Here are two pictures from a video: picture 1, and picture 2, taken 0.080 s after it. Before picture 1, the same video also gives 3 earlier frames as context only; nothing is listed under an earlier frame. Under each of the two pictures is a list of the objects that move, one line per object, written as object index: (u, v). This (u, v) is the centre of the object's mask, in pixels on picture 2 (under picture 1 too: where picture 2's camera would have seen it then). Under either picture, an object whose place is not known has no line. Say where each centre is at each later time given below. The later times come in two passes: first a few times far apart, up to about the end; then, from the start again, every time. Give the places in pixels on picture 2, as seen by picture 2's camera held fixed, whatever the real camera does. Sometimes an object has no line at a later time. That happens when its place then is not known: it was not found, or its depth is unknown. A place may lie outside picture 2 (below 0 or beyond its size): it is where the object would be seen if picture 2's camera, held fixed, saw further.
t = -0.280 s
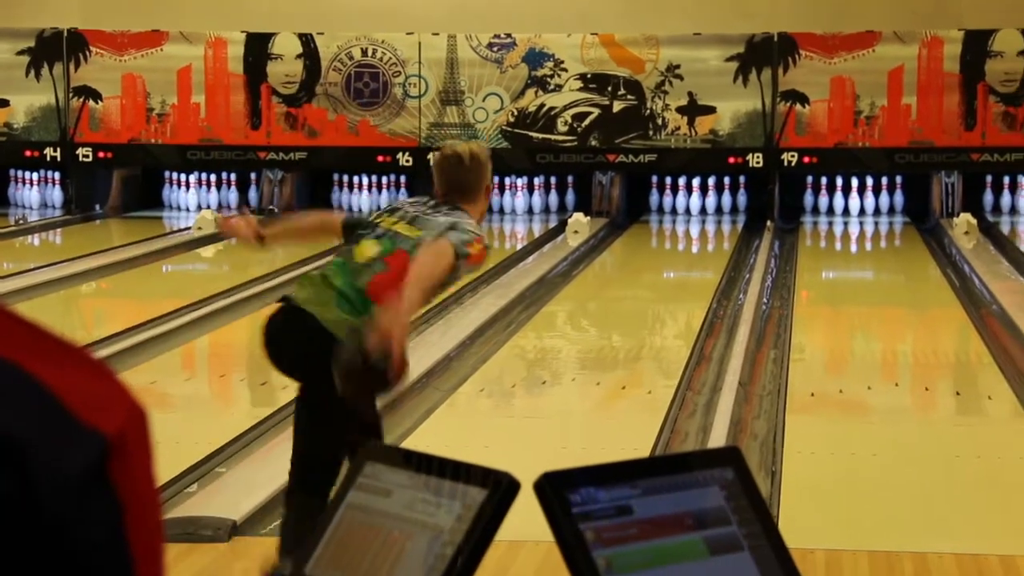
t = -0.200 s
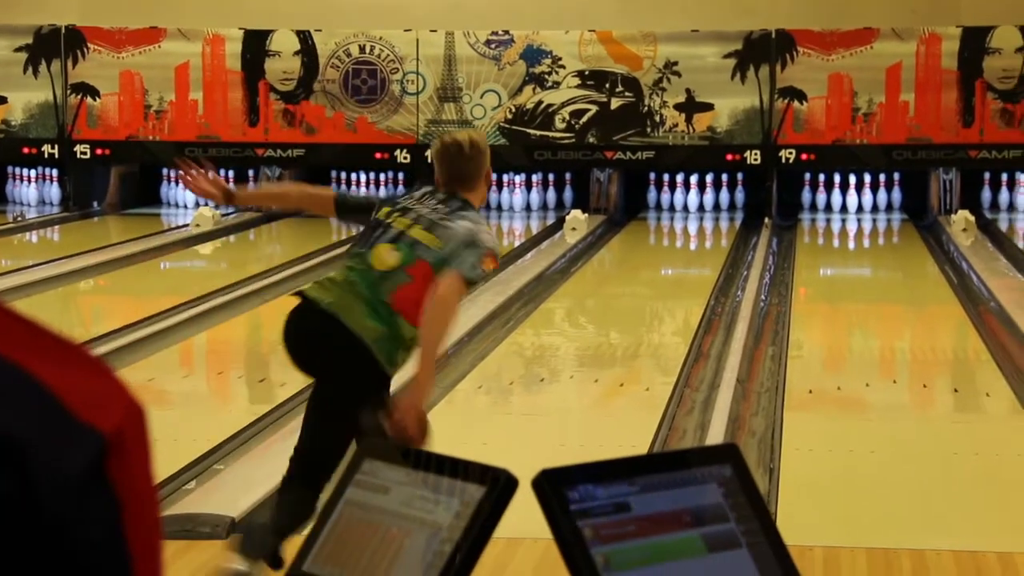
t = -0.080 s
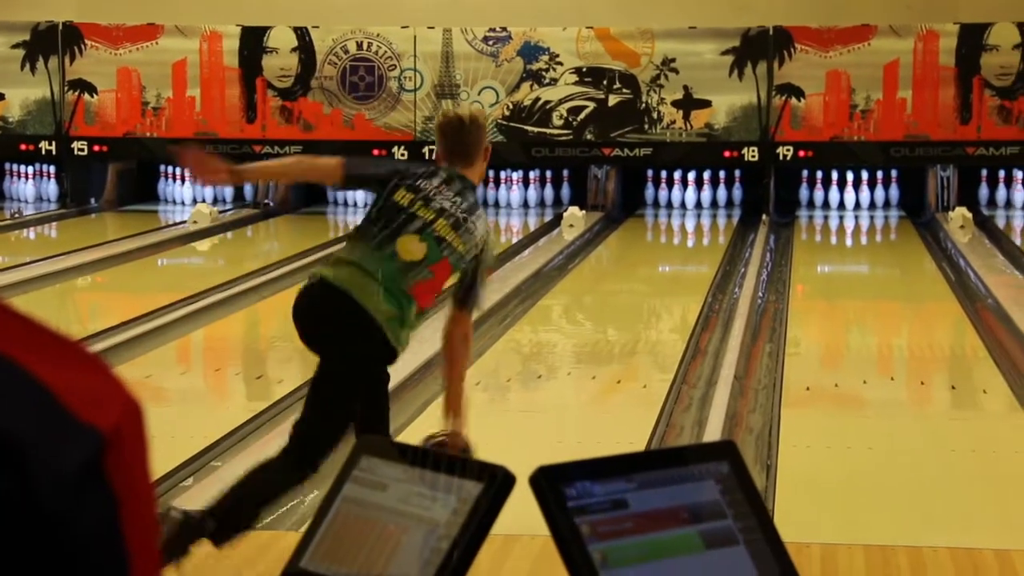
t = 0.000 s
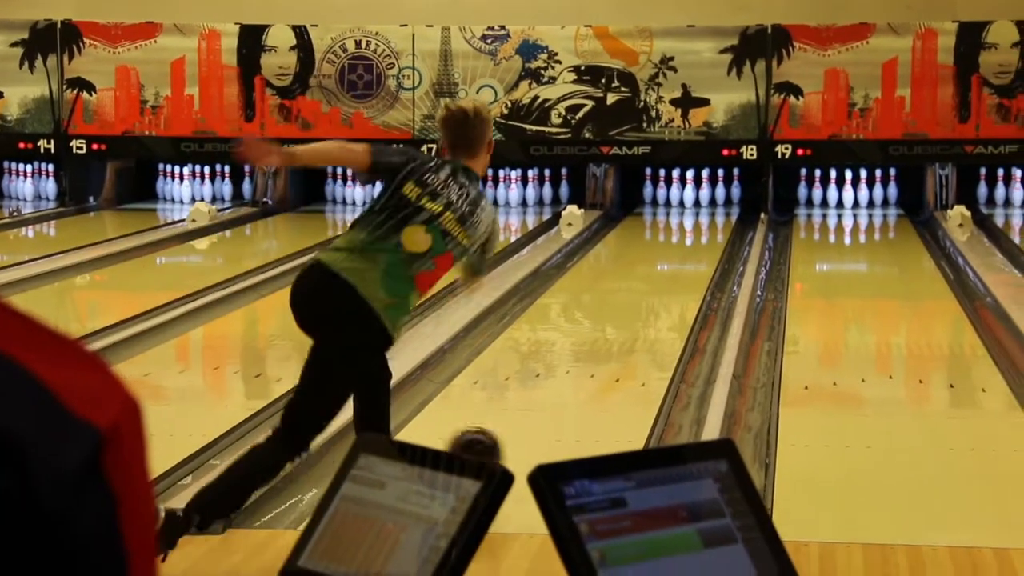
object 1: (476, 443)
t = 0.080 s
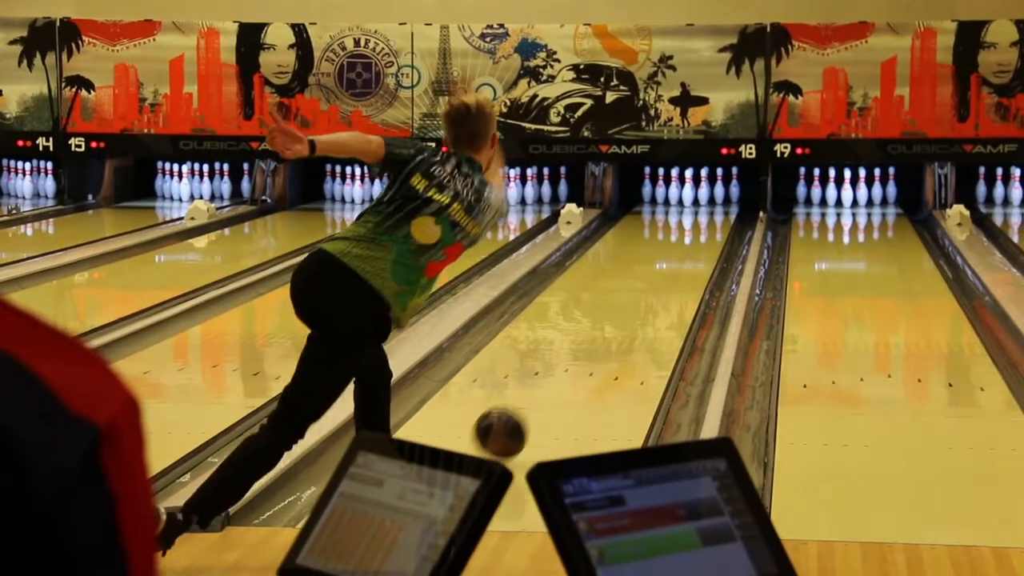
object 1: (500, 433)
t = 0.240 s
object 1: (545, 396)
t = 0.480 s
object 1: (596, 346)
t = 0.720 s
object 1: (633, 308)
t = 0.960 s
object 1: (661, 279)
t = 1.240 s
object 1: (685, 254)
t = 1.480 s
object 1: (700, 236)
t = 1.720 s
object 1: (709, 221)
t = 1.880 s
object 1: (710, 214)
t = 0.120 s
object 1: (512, 422)
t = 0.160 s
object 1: (524, 415)
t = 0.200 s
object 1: (535, 405)
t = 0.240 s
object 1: (545, 396)
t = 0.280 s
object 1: (554, 387)
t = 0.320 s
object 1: (564, 378)
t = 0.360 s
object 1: (572, 369)
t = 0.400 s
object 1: (581, 361)
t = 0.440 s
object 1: (588, 353)
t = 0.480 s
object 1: (596, 346)
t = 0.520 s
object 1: (603, 339)
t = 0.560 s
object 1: (609, 332)
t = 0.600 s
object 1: (616, 326)
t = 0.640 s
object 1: (622, 320)
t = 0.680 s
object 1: (627, 314)
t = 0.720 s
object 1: (633, 308)
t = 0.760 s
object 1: (638, 303)
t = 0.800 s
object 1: (643, 298)
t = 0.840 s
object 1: (648, 293)
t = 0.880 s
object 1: (652, 288)
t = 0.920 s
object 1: (657, 284)
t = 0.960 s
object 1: (661, 279)
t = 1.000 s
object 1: (665, 275)
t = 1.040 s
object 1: (668, 271)
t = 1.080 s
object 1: (672, 267)
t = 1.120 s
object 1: (675, 264)
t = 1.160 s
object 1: (679, 260)
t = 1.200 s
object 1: (682, 257)
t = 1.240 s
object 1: (685, 254)
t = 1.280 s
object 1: (688, 250)
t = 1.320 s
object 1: (691, 248)
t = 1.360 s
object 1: (693, 245)
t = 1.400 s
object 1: (696, 242)
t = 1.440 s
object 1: (698, 239)
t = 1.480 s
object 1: (700, 236)
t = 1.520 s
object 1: (703, 233)
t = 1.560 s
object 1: (704, 231)
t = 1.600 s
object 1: (706, 228)
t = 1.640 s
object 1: (707, 226)
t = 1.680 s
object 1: (709, 223)
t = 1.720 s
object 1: (709, 221)
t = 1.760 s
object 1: (710, 219)
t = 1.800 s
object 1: (710, 217)
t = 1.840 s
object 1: (710, 215)
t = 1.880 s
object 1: (710, 214)
